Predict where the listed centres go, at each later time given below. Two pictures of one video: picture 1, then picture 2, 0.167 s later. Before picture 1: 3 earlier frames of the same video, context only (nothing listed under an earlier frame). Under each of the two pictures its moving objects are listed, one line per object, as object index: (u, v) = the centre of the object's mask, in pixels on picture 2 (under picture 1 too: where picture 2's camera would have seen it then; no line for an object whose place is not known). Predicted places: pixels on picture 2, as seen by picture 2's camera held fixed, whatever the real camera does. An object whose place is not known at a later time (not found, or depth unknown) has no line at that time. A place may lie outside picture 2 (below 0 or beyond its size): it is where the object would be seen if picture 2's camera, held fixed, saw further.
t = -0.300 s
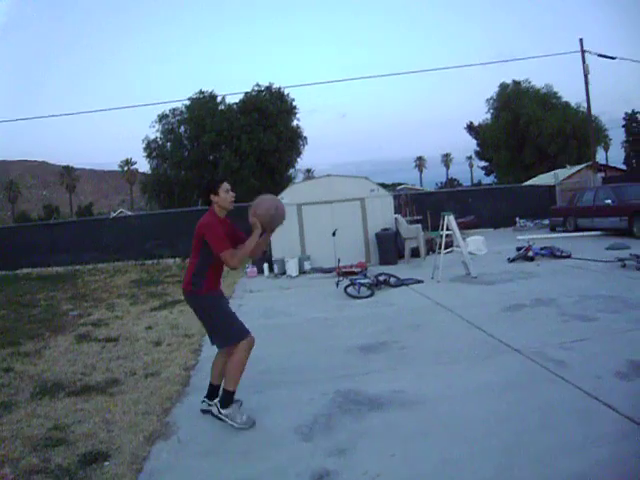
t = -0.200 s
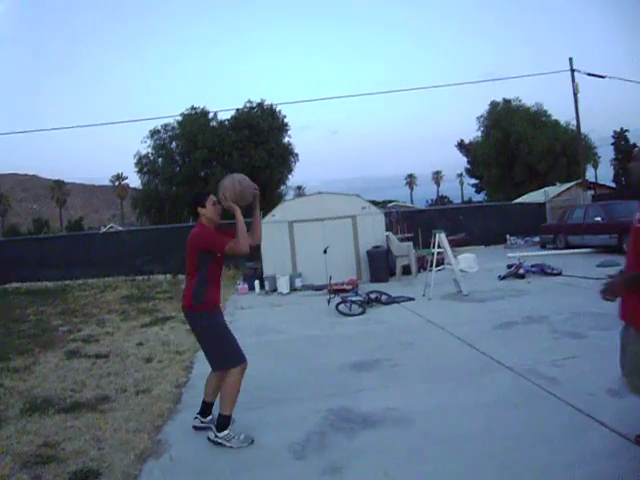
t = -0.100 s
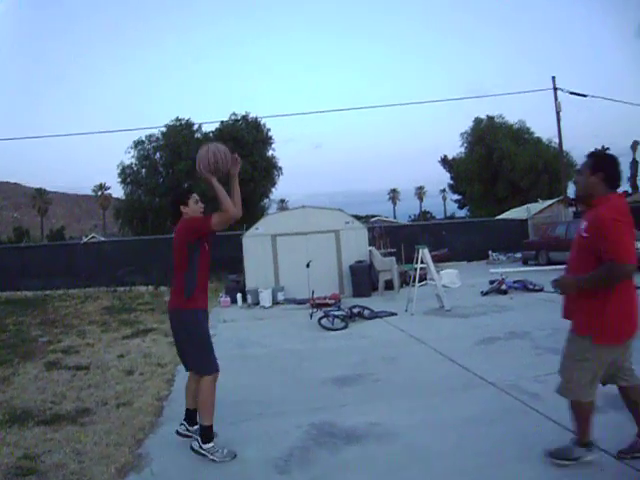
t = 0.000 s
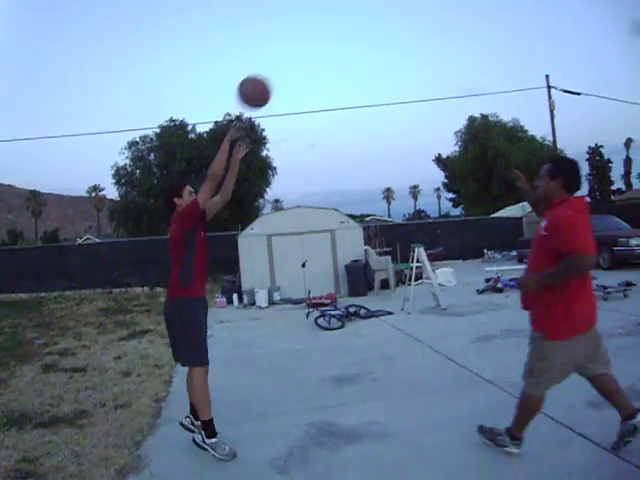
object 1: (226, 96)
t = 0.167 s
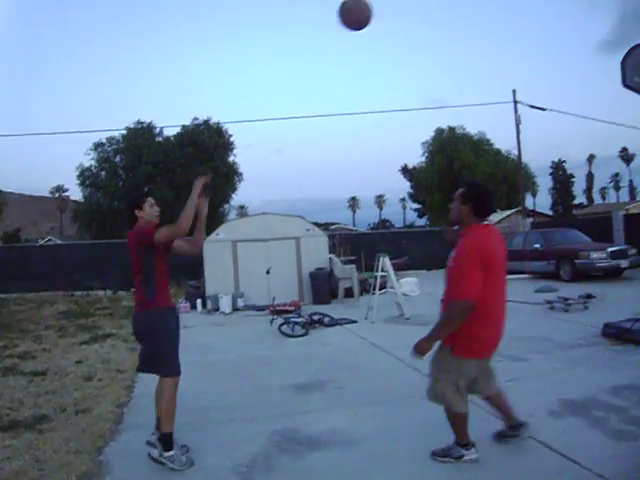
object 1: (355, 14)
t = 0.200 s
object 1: (381, 6)
